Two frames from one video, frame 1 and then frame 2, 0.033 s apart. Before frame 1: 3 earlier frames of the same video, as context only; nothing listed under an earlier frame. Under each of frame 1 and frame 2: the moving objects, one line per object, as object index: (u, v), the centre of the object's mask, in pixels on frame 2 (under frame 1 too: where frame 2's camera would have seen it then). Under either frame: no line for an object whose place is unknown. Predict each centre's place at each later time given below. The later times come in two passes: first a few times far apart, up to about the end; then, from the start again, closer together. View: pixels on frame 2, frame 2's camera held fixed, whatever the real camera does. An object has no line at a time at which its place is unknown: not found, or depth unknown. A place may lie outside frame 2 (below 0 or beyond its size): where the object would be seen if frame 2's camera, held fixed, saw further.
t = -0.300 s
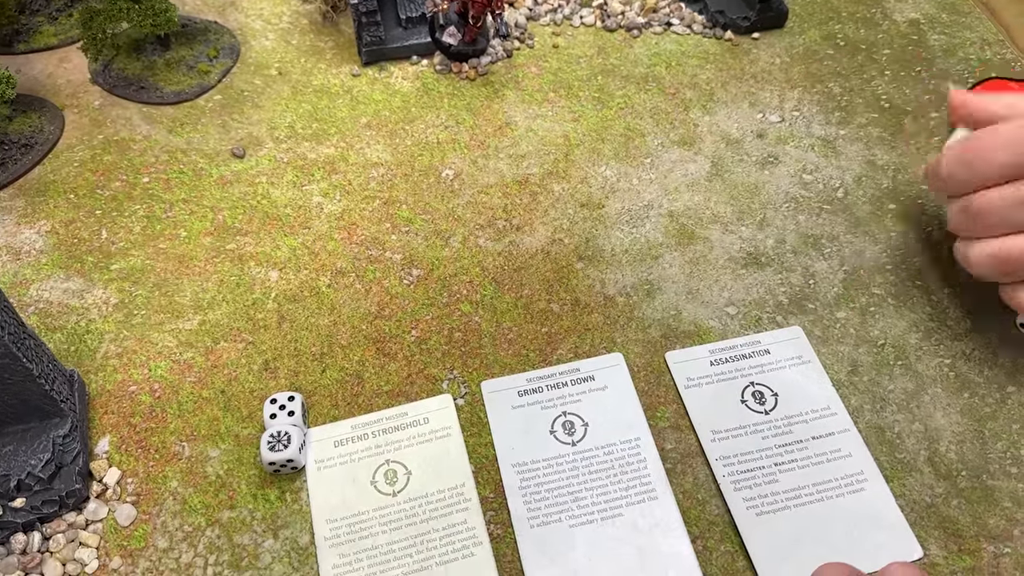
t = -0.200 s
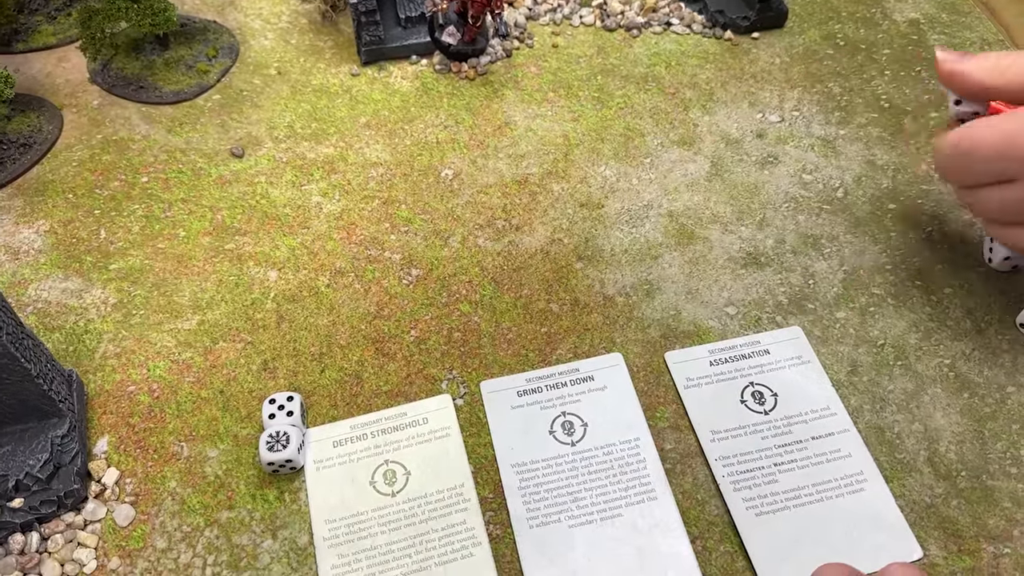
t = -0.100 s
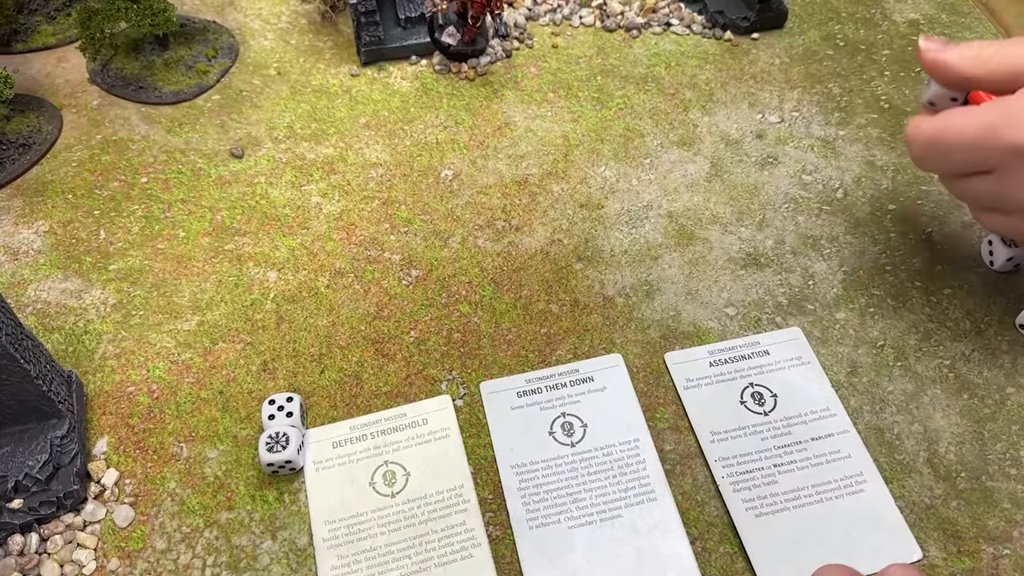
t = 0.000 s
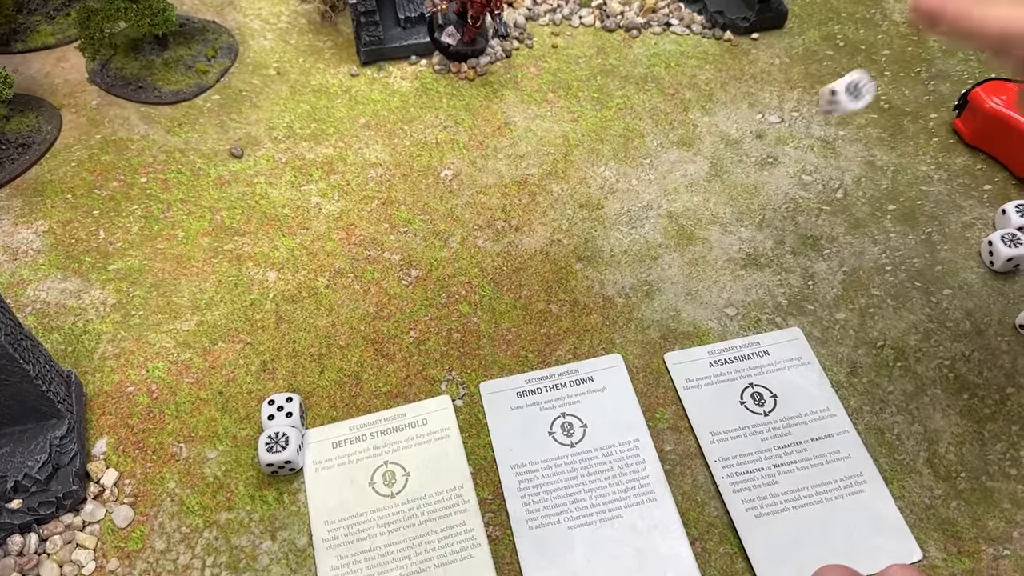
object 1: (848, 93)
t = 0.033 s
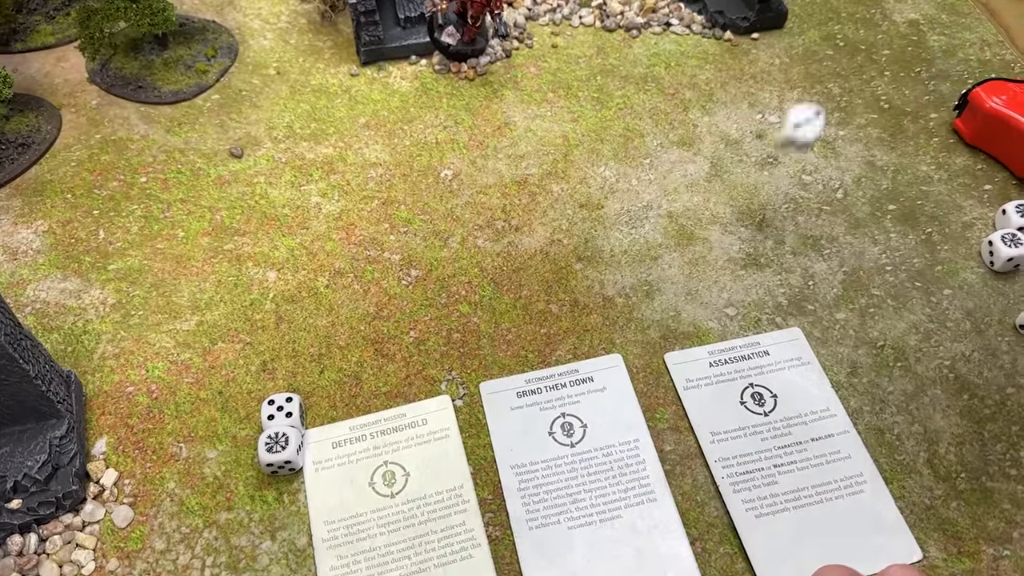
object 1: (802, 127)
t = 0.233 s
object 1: (661, 189)
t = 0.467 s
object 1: (545, 202)
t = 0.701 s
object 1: (449, 214)
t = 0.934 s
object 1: (402, 258)
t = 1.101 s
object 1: (402, 258)
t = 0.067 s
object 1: (748, 179)
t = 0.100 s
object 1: (728, 187)
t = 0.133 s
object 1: (718, 159)
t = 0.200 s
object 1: (683, 165)
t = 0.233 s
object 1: (661, 189)
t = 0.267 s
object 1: (638, 207)
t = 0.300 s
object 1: (626, 188)
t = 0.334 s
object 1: (610, 183)
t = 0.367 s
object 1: (587, 195)
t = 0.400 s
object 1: (573, 192)
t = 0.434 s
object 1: (560, 188)
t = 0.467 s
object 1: (545, 202)
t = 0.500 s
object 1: (531, 199)
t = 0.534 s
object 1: (516, 203)
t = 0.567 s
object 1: (501, 201)
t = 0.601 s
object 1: (487, 203)
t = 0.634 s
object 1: (475, 206)
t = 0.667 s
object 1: (462, 210)
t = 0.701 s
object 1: (449, 214)
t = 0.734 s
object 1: (438, 220)
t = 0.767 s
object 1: (429, 225)
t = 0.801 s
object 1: (420, 233)
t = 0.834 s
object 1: (410, 242)
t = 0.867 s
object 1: (406, 250)
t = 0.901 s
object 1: (404, 255)
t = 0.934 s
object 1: (402, 258)
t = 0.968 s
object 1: (402, 258)
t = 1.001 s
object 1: (402, 258)
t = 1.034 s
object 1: (402, 257)
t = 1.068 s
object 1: (402, 258)
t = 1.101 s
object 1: (402, 258)
